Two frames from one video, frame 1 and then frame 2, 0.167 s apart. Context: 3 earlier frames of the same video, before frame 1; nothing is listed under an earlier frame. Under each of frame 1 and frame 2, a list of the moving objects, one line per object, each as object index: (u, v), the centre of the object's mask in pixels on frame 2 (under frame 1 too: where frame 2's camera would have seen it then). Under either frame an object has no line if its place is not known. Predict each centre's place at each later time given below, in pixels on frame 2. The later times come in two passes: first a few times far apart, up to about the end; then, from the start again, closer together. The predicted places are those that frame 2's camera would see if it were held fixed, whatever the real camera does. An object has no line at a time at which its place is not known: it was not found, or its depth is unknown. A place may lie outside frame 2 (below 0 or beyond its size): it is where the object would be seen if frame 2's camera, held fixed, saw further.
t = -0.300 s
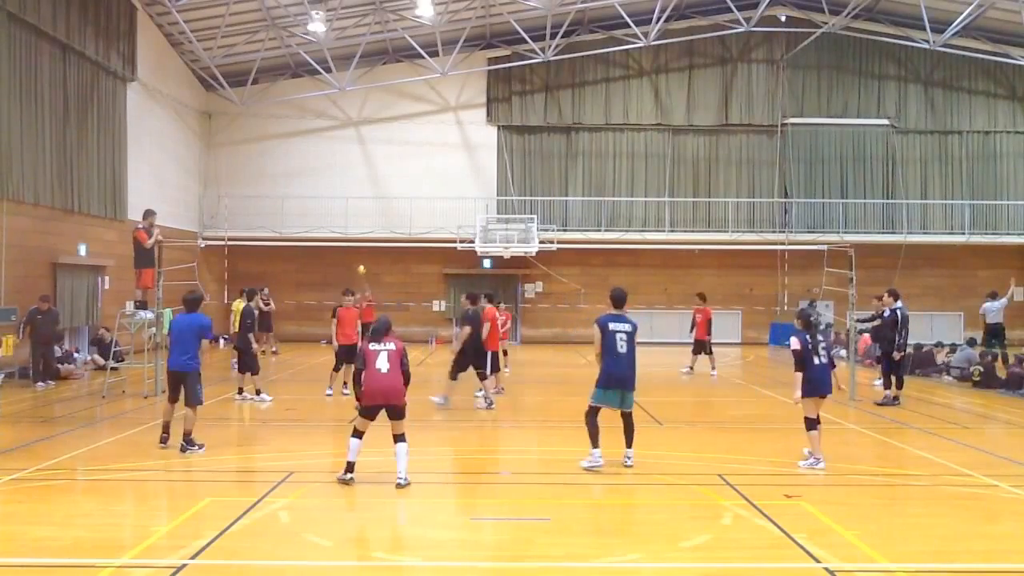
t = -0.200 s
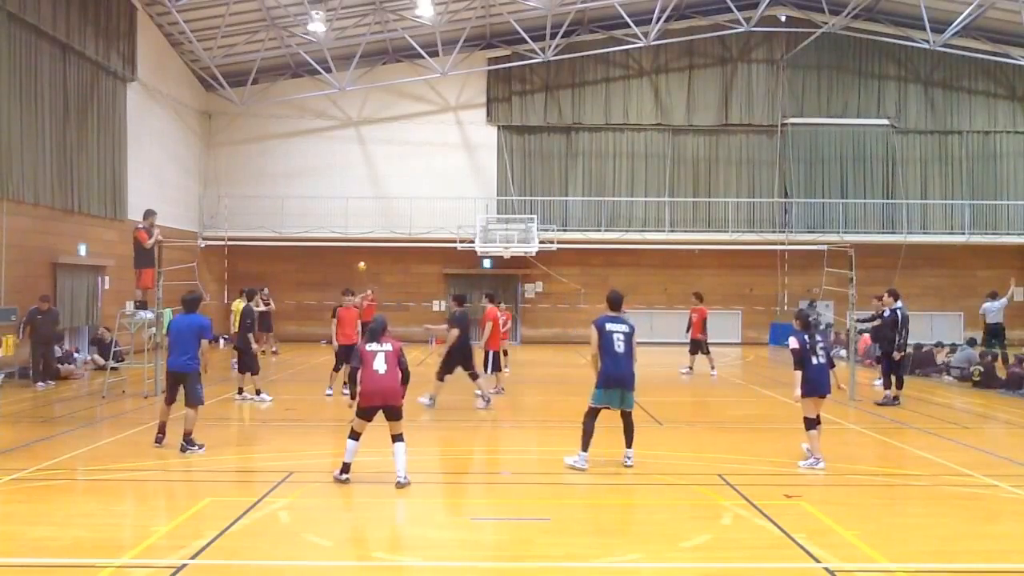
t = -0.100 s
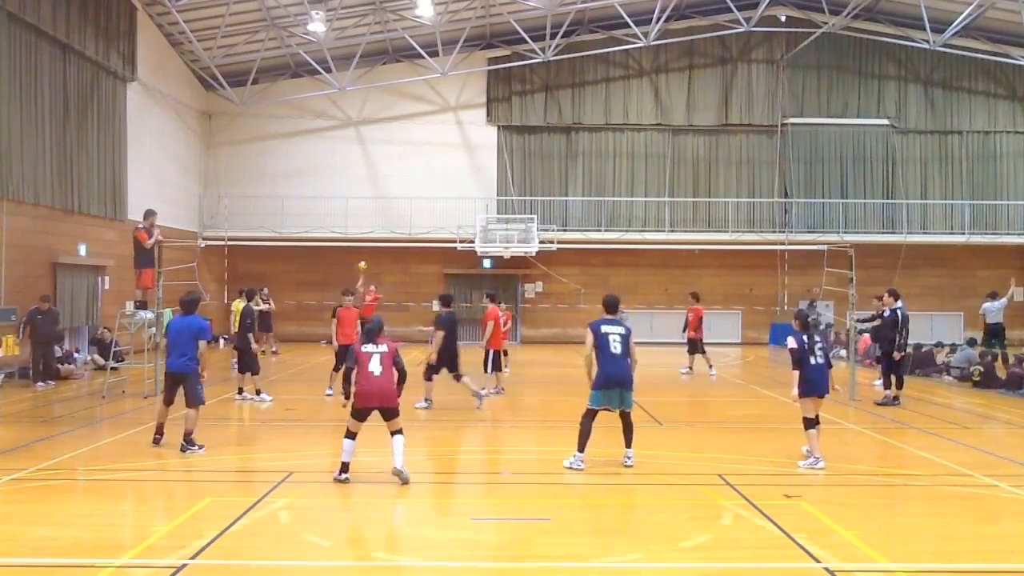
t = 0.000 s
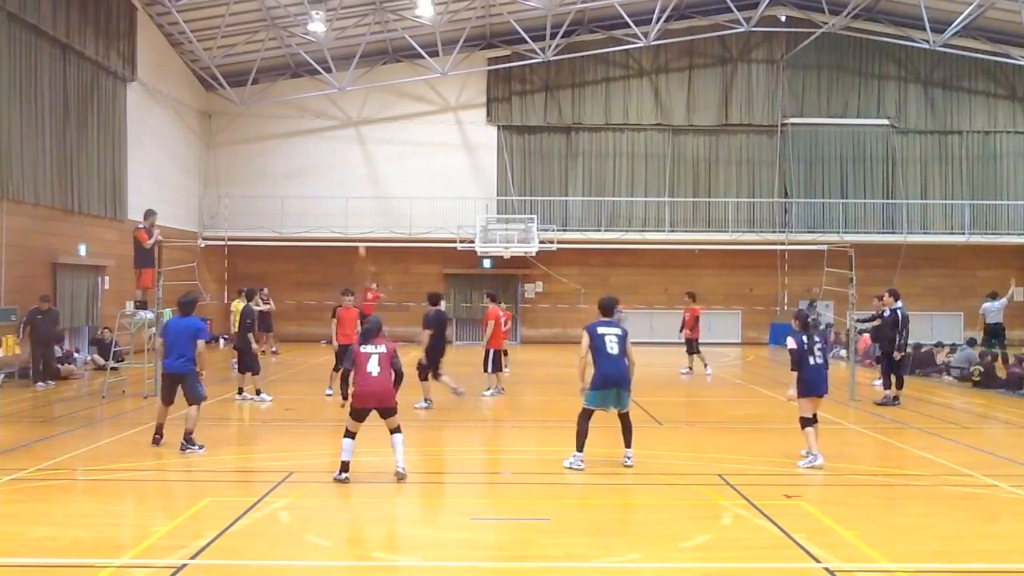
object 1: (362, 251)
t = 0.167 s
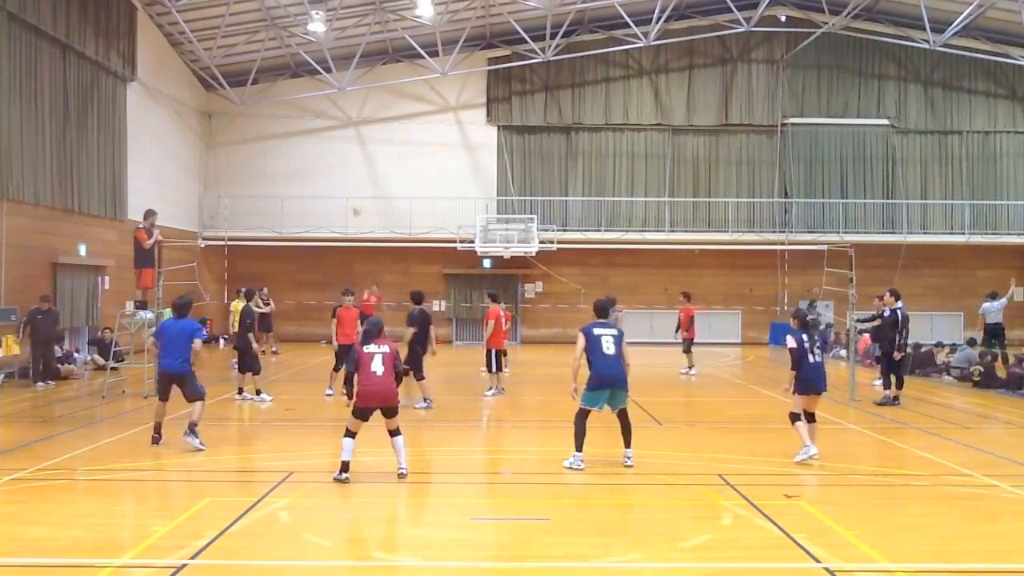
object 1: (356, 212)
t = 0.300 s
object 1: (353, 183)
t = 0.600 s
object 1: (344, 138)
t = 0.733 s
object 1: (339, 127)
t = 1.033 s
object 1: (320, 146)
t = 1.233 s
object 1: (308, 203)
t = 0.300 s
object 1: (353, 183)
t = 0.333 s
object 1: (352, 176)
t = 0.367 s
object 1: (351, 170)
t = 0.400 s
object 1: (350, 164)
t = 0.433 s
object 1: (348, 159)
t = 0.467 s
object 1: (347, 154)
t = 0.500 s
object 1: (347, 149)
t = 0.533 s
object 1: (346, 145)
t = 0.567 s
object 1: (345, 141)
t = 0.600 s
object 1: (344, 138)
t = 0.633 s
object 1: (343, 134)
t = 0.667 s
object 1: (342, 131)
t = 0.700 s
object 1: (340, 129)
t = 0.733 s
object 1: (339, 127)
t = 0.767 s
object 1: (338, 126)
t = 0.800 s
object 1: (336, 126)
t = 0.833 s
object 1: (334, 126)
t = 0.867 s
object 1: (333, 126)
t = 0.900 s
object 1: (331, 127)
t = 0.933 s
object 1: (328, 129)
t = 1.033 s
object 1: (320, 146)
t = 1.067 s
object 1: (319, 153)
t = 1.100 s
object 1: (316, 160)
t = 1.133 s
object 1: (315, 169)
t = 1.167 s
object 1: (313, 179)
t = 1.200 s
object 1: (311, 190)
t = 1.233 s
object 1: (308, 203)
